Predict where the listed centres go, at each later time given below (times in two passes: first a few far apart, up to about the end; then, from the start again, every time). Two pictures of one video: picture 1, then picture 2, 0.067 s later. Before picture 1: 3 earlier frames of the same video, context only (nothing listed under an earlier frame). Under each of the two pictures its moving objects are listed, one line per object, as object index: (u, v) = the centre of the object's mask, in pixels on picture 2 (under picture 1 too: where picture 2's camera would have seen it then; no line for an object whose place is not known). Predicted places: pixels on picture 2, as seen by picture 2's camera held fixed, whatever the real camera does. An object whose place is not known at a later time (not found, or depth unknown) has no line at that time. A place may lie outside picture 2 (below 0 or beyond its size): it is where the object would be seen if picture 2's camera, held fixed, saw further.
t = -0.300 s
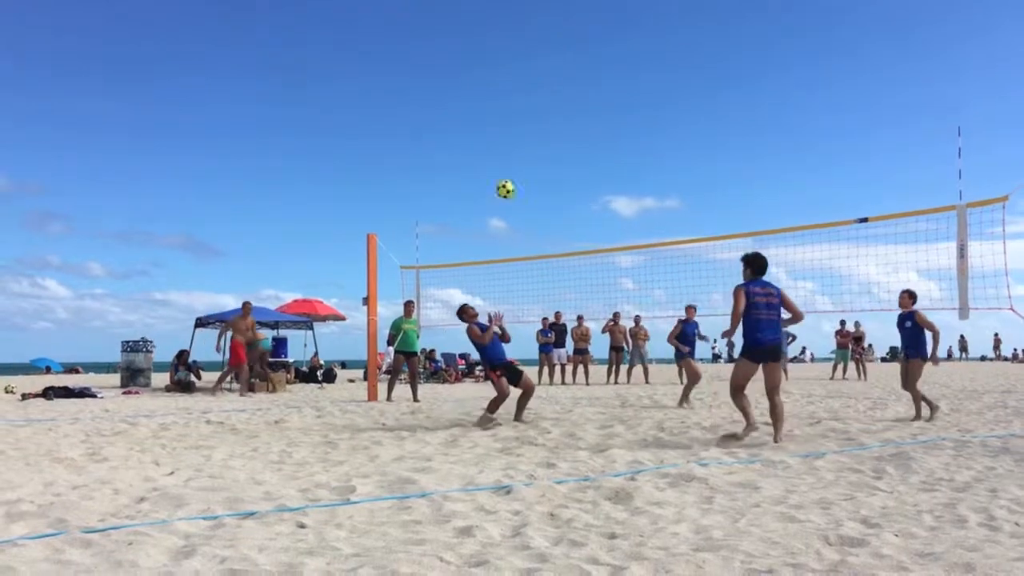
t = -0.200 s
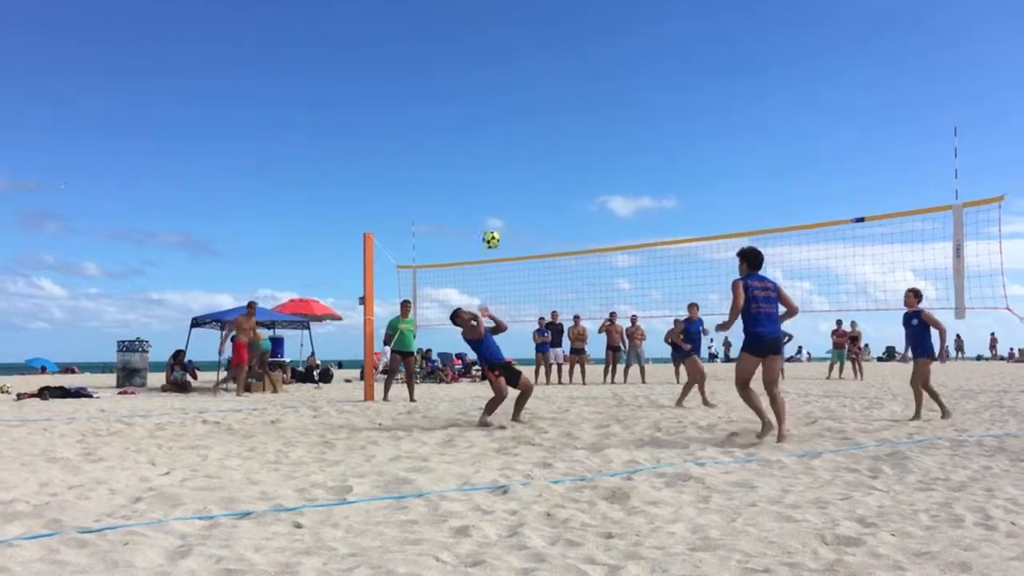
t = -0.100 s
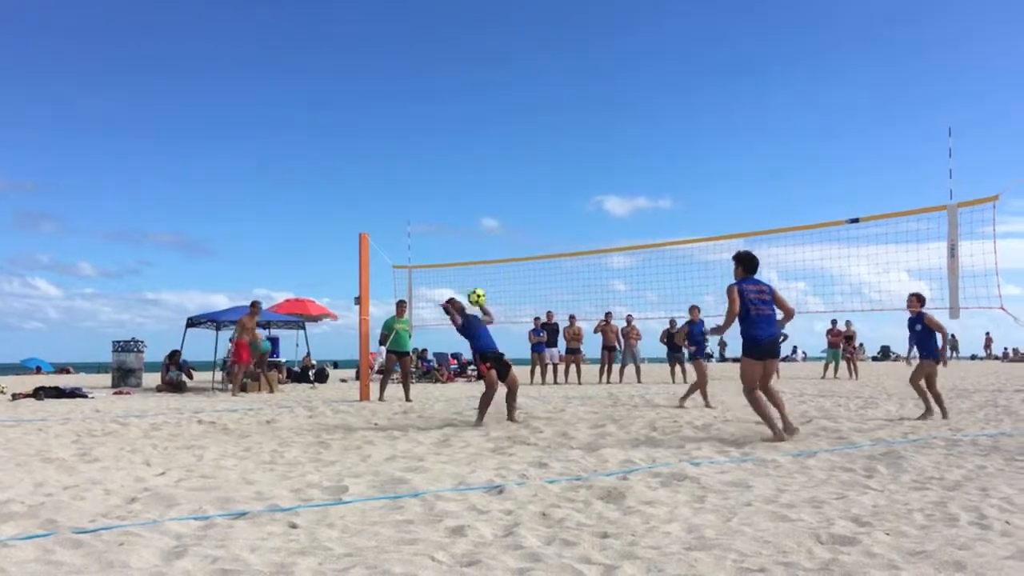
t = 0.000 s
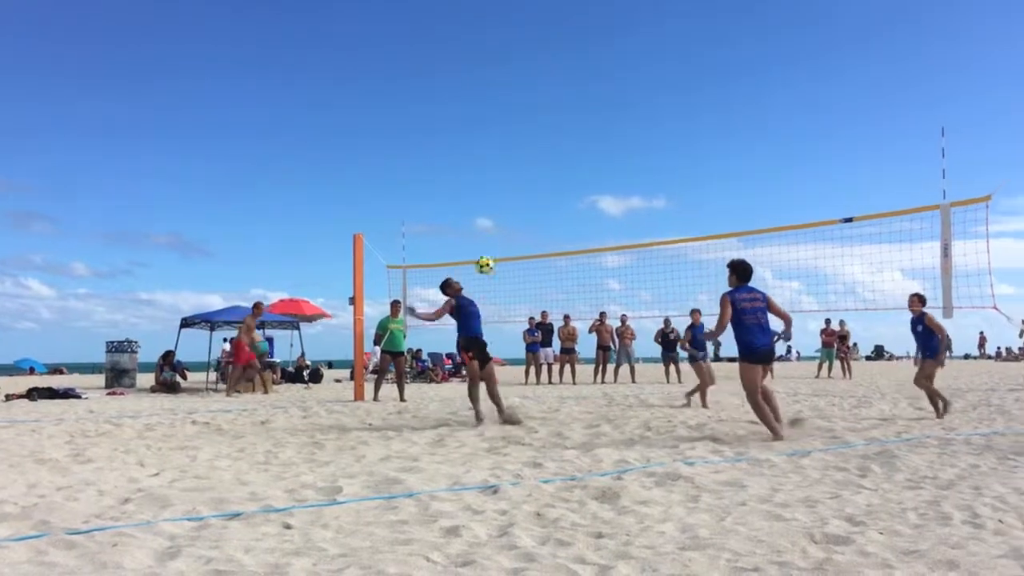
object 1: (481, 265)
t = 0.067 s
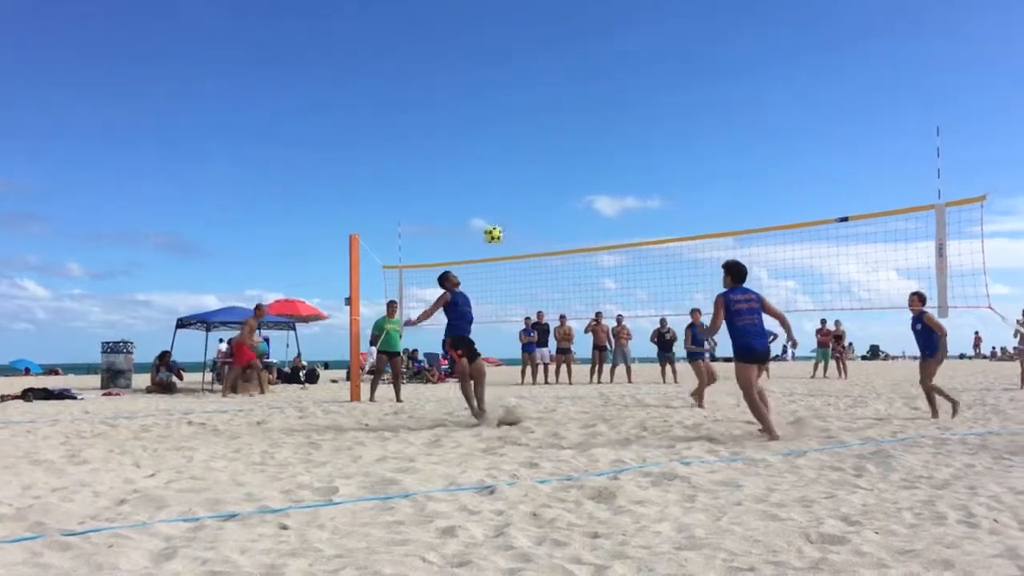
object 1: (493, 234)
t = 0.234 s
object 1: (522, 173)
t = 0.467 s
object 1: (564, 124)
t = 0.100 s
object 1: (498, 220)
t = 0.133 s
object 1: (505, 207)
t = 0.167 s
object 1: (511, 195)
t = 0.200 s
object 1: (516, 184)
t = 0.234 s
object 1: (522, 173)
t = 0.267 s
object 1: (528, 163)
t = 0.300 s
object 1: (534, 155)
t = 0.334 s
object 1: (540, 147)
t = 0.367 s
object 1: (547, 140)
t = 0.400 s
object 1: (552, 134)
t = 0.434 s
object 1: (558, 128)
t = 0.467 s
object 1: (564, 124)
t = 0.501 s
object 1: (571, 120)
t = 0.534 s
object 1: (578, 118)
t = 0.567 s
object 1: (583, 116)
